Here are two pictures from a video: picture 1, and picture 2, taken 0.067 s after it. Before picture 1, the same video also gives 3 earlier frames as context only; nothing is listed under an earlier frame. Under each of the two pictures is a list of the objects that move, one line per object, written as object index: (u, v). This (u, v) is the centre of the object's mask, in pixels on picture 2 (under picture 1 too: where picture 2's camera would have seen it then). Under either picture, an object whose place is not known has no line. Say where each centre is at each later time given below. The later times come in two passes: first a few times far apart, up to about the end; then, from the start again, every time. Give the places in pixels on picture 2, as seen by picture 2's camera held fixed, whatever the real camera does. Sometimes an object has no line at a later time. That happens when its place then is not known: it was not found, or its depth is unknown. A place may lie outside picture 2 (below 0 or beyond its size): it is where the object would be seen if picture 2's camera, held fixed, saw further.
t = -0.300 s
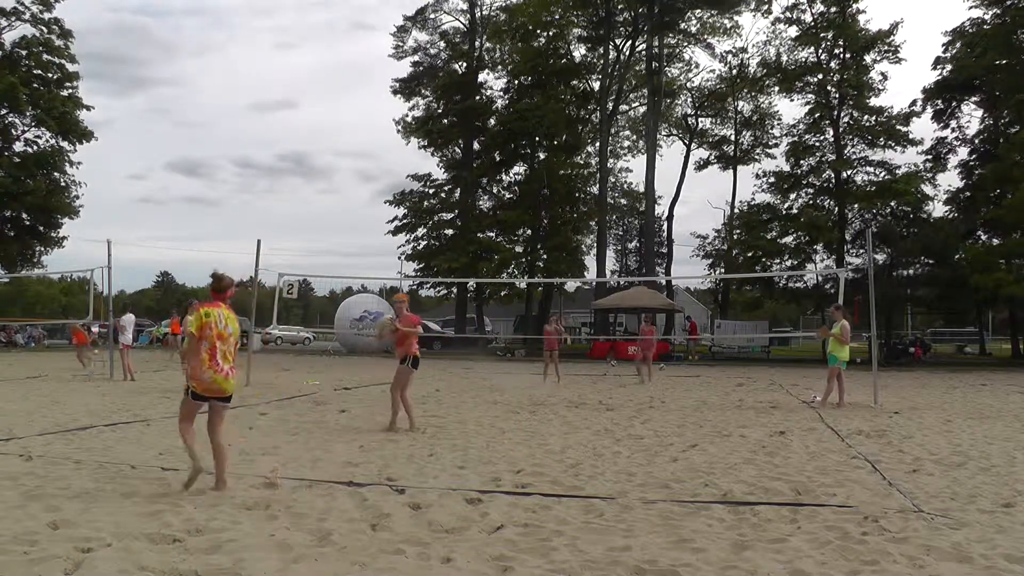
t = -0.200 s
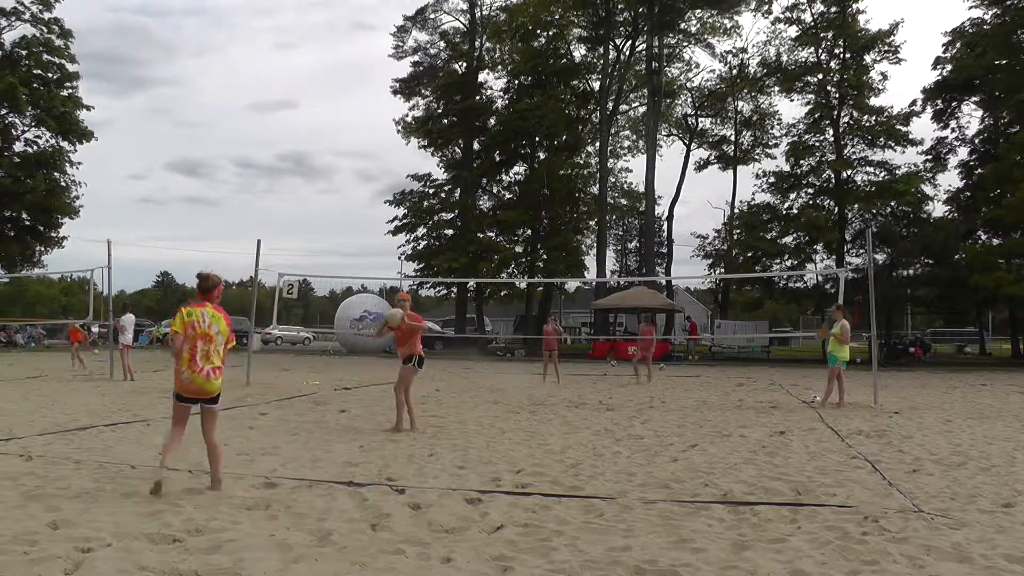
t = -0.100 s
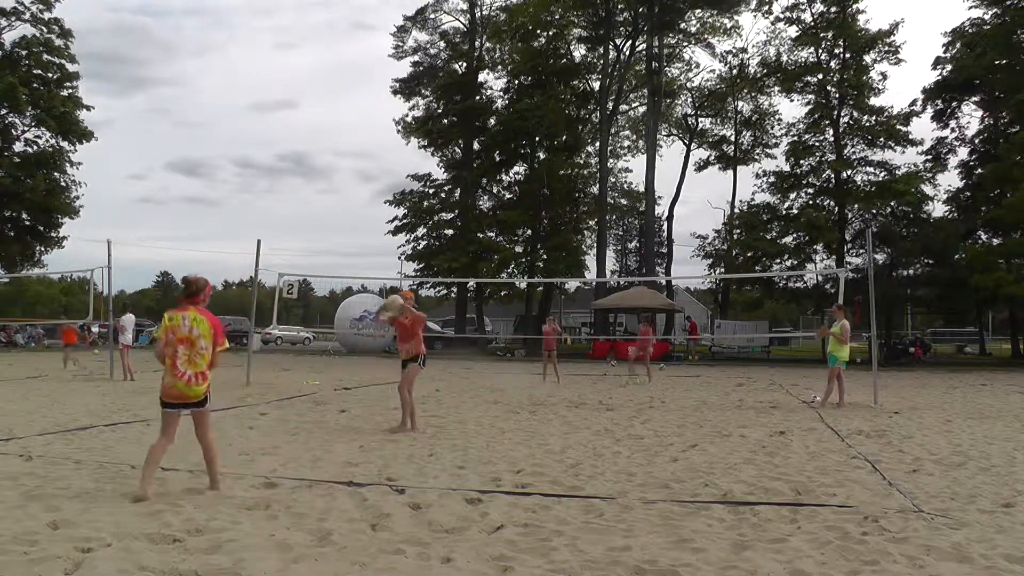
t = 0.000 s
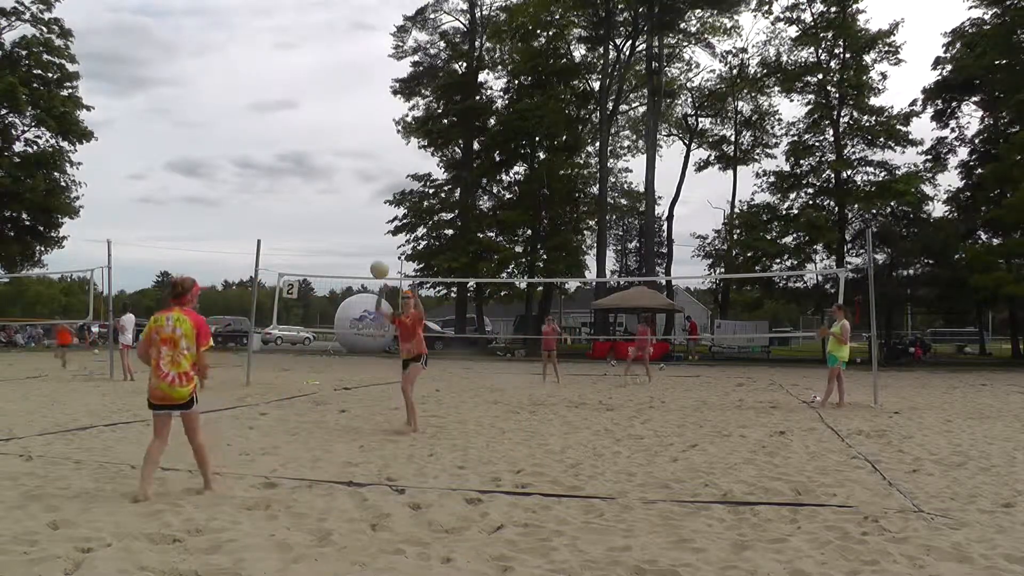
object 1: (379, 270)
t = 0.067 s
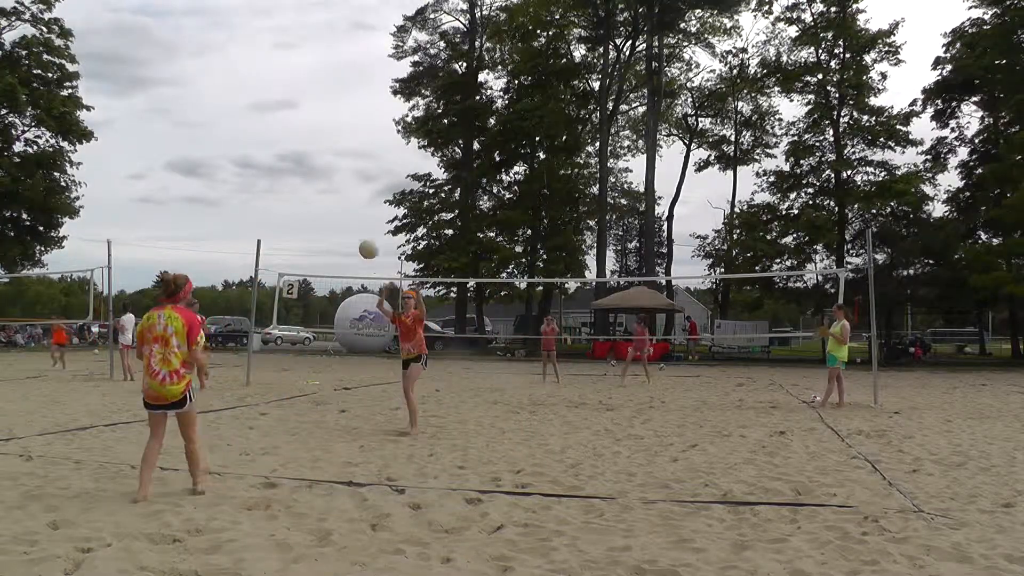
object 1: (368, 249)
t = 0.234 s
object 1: (337, 213)
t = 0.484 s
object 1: (278, 203)
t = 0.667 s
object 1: (221, 247)
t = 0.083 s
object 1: (365, 245)
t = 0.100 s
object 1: (362, 241)
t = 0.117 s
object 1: (359, 236)
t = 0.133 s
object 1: (356, 232)
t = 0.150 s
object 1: (353, 228)
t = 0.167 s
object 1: (350, 225)
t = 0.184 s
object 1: (347, 221)
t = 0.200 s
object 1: (344, 218)
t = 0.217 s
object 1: (340, 215)
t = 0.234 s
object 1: (337, 213)
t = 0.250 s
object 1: (334, 210)
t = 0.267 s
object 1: (330, 208)
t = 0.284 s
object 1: (327, 206)
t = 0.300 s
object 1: (323, 204)
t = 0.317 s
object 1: (319, 202)
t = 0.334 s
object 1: (315, 201)
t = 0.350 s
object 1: (312, 200)
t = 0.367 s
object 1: (308, 199)
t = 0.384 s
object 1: (304, 199)
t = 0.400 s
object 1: (300, 199)
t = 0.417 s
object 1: (295, 199)
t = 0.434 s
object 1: (291, 200)
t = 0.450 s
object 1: (287, 201)
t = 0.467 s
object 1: (282, 202)
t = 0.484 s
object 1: (278, 203)
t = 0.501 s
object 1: (274, 205)
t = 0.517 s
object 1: (269, 208)
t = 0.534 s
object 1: (264, 210)
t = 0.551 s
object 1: (259, 213)
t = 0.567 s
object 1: (254, 217)
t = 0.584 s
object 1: (249, 221)
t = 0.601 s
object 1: (243, 225)
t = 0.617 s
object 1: (238, 230)
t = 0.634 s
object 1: (232, 236)
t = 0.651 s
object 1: (226, 241)
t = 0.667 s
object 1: (221, 247)
